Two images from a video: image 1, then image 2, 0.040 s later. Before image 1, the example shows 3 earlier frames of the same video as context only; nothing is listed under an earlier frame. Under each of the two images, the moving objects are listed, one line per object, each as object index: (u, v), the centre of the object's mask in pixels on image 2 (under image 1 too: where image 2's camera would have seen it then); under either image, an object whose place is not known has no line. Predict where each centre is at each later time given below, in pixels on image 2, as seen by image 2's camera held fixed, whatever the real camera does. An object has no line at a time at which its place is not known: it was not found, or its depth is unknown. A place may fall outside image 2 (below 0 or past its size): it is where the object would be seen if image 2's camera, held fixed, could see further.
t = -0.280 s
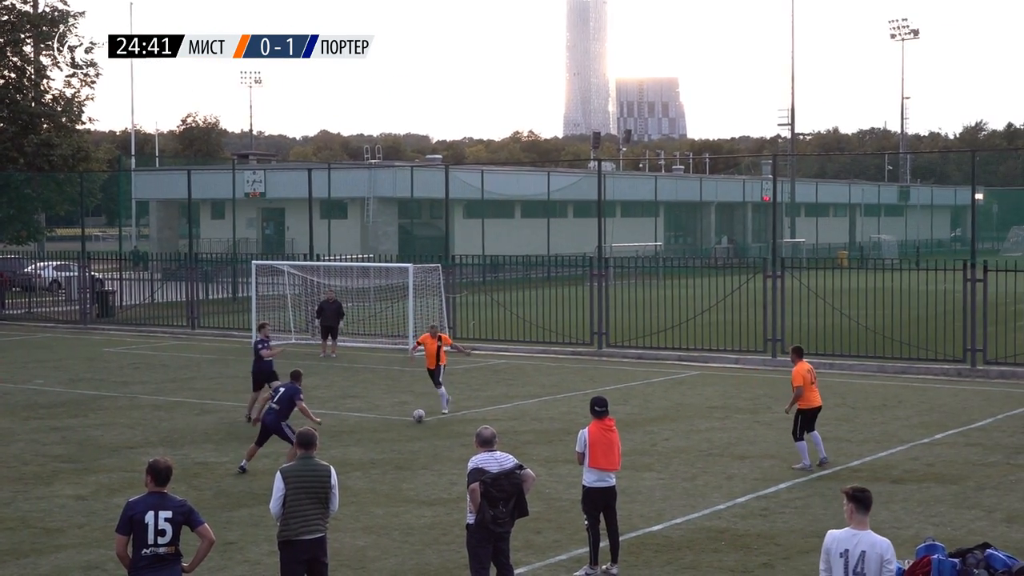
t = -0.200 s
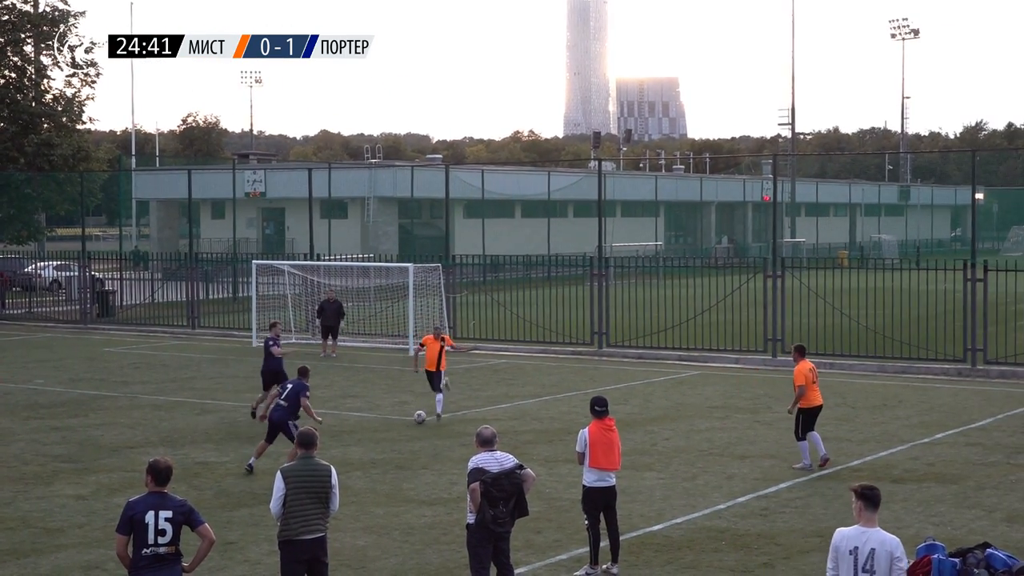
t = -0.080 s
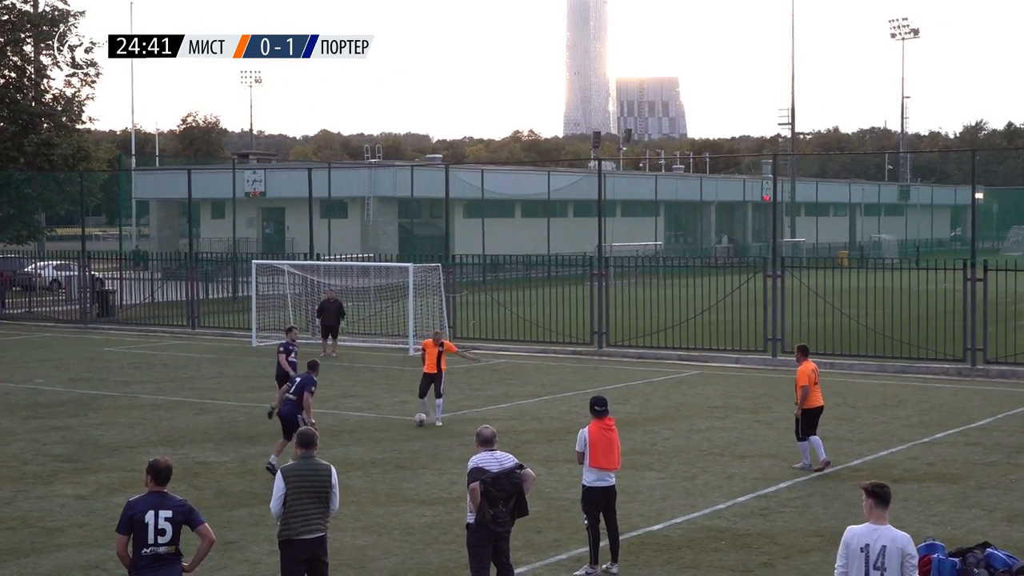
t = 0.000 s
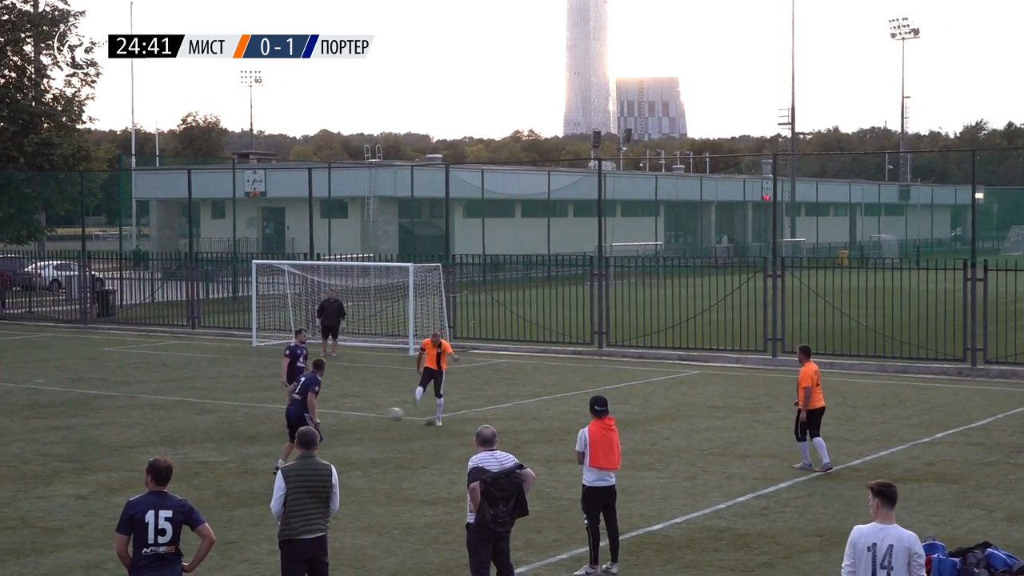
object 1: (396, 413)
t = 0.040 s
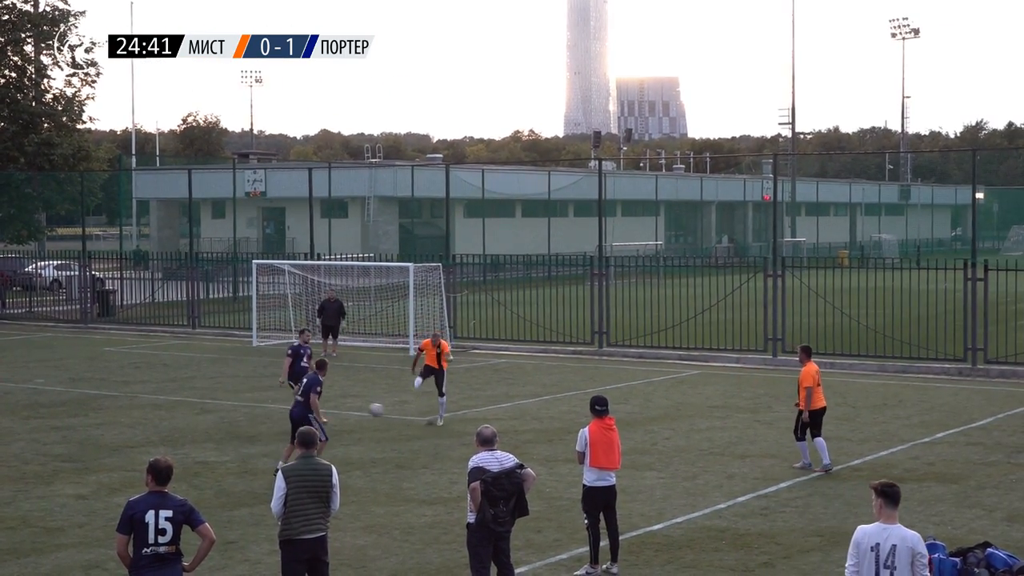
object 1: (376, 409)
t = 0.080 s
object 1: (354, 406)
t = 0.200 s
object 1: (283, 399)
